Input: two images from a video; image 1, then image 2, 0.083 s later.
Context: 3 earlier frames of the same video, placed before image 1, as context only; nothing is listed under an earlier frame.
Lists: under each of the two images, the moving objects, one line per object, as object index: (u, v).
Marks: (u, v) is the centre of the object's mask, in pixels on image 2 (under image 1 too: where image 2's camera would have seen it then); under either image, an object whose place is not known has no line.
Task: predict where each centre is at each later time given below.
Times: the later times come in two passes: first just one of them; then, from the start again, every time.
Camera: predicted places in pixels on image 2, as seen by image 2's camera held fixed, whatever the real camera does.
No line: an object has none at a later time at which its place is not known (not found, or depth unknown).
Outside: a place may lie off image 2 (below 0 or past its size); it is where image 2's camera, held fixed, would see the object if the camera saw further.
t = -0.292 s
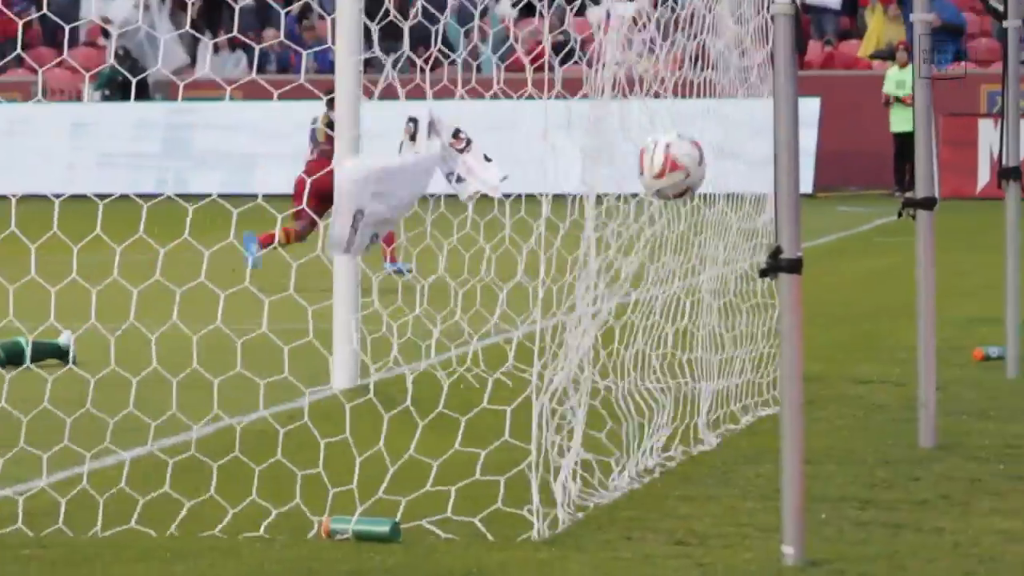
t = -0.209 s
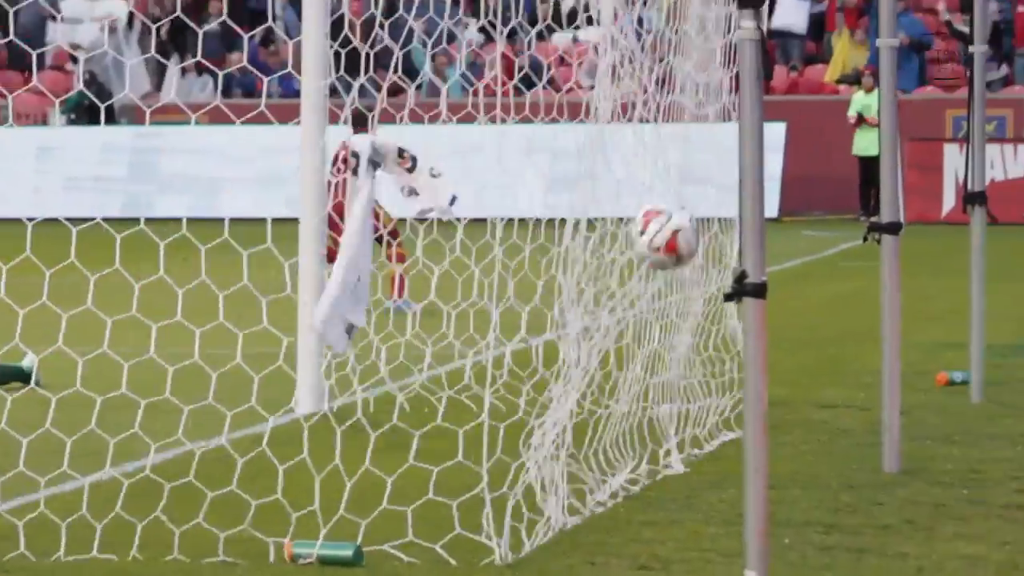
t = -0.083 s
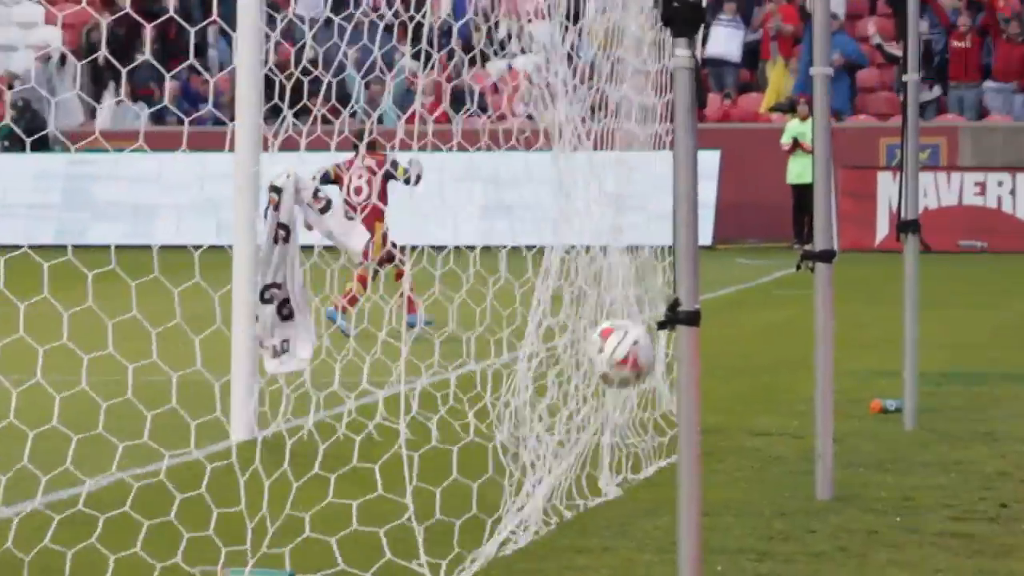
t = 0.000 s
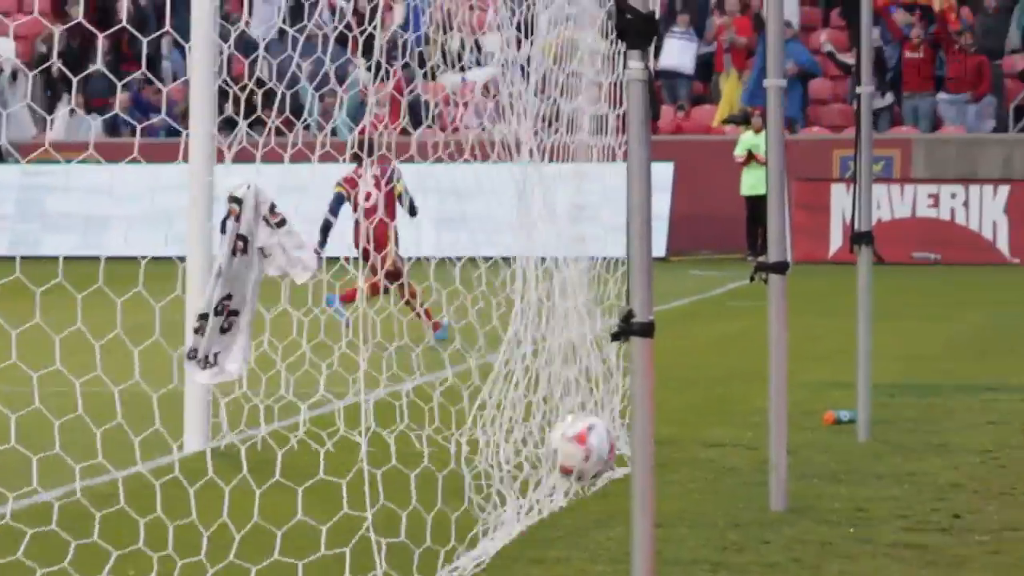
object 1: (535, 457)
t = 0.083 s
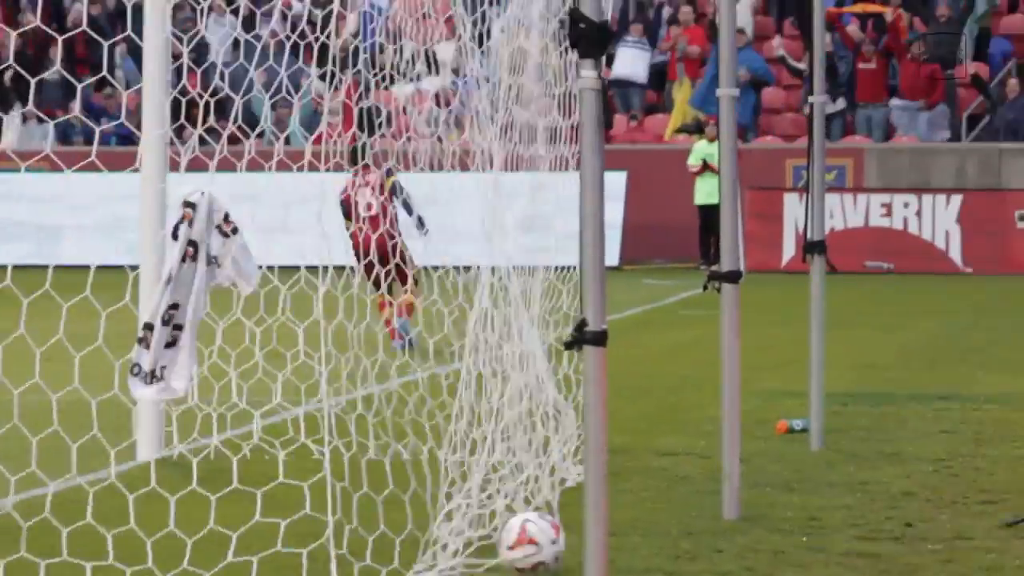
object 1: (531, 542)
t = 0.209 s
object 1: (525, 463)
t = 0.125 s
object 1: (532, 507)
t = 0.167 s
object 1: (528, 486)
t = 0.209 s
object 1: (525, 463)
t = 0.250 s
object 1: (520, 452)
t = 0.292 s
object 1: (512, 441)
